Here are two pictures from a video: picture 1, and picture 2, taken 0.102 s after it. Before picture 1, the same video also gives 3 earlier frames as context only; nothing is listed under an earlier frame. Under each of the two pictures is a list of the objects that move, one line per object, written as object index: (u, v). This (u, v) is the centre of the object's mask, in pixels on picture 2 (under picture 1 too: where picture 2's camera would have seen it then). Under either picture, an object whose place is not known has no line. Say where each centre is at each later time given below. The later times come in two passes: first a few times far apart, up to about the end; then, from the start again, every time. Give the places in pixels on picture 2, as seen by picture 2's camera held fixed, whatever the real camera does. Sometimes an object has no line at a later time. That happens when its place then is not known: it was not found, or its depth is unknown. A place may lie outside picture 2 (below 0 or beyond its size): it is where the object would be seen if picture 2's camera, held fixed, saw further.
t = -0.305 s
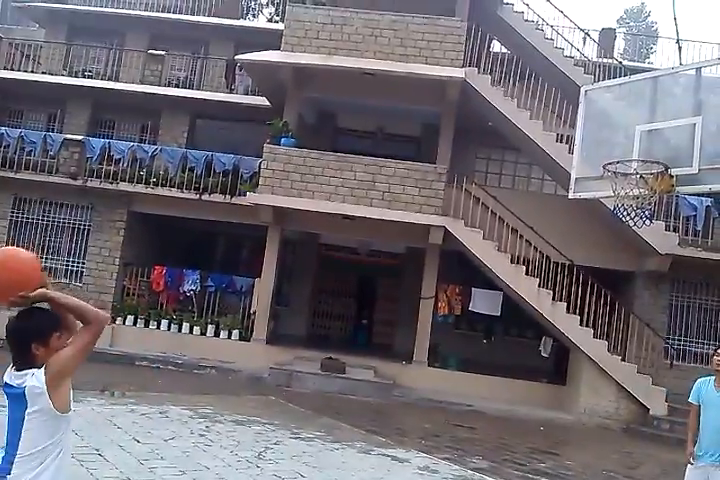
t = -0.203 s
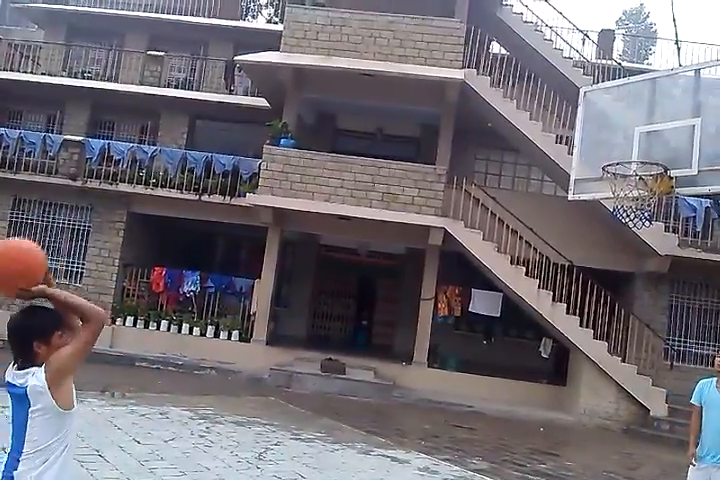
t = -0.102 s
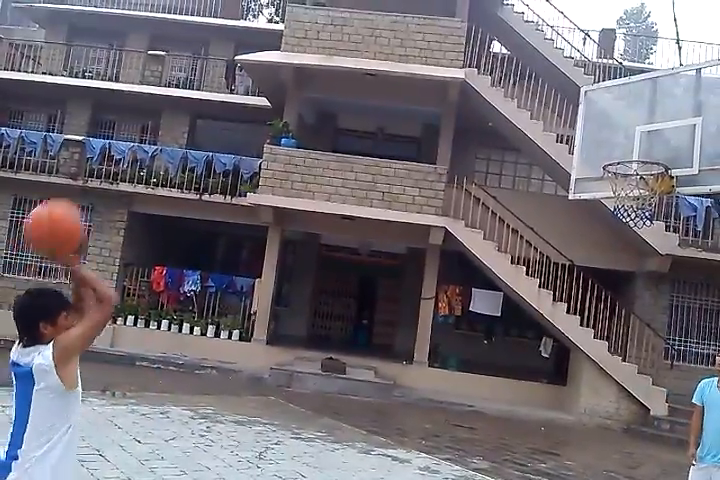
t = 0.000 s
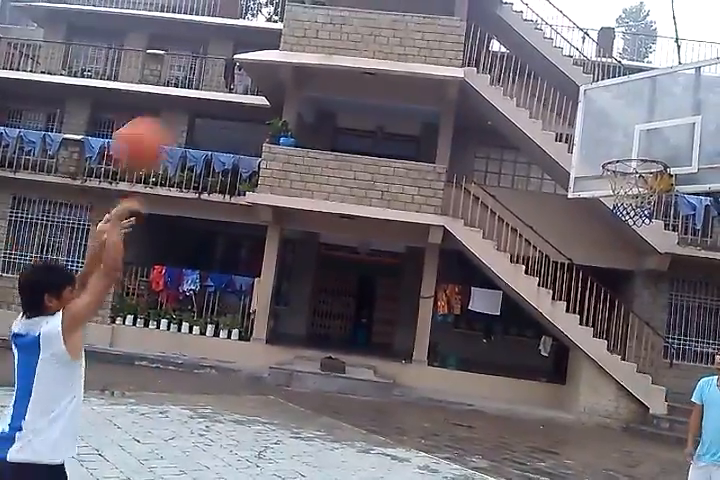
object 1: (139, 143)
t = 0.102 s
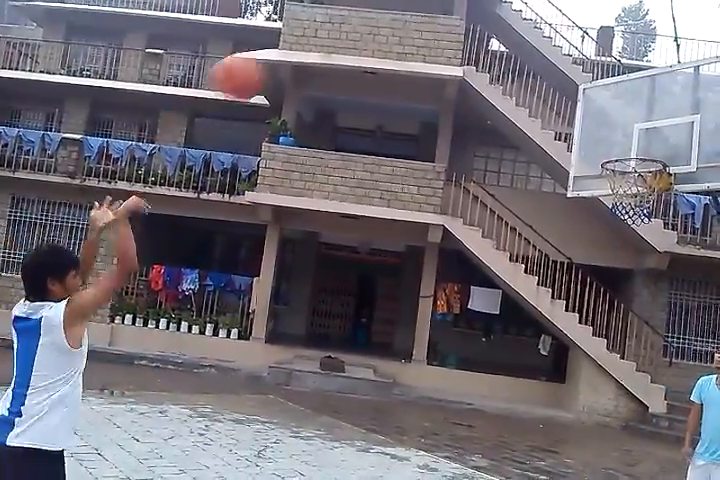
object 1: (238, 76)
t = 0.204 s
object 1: (319, 36)
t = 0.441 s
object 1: (466, 19)
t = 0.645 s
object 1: (556, 63)
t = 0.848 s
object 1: (626, 150)
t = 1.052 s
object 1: (637, 179)
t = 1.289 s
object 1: (624, 195)
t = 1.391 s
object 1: (617, 225)
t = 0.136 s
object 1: (264, 62)
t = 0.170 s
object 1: (292, 48)
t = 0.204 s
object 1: (319, 36)
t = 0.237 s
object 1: (343, 28)
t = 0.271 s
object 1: (366, 23)
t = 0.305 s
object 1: (389, 19)
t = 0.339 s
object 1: (410, 17)
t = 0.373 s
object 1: (428, 19)
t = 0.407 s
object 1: (448, 19)
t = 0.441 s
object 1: (466, 19)
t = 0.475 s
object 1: (483, 21)
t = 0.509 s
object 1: (497, 25)
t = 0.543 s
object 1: (513, 34)
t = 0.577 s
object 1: (527, 41)
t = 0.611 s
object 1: (541, 51)
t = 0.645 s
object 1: (556, 63)
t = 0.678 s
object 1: (569, 75)
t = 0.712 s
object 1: (581, 87)
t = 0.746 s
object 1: (592, 100)
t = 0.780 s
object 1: (605, 117)
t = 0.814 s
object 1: (615, 133)
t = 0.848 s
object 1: (626, 150)
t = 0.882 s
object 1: (636, 169)
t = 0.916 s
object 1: (639, 180)
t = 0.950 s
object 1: (639, 186)
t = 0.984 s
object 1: (639, 185)
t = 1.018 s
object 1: (637, 182)
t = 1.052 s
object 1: (637, 179)
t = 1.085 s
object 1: (634, 177)
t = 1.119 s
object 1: (632, 176)
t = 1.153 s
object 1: (631, 177)
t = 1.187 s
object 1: (629, 178)
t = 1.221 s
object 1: (628, 181)
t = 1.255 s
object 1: (626, 188)
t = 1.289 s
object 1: (624, 195)
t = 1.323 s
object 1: (621, 203)
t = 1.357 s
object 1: (619, 212)
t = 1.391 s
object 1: (617, 225)
